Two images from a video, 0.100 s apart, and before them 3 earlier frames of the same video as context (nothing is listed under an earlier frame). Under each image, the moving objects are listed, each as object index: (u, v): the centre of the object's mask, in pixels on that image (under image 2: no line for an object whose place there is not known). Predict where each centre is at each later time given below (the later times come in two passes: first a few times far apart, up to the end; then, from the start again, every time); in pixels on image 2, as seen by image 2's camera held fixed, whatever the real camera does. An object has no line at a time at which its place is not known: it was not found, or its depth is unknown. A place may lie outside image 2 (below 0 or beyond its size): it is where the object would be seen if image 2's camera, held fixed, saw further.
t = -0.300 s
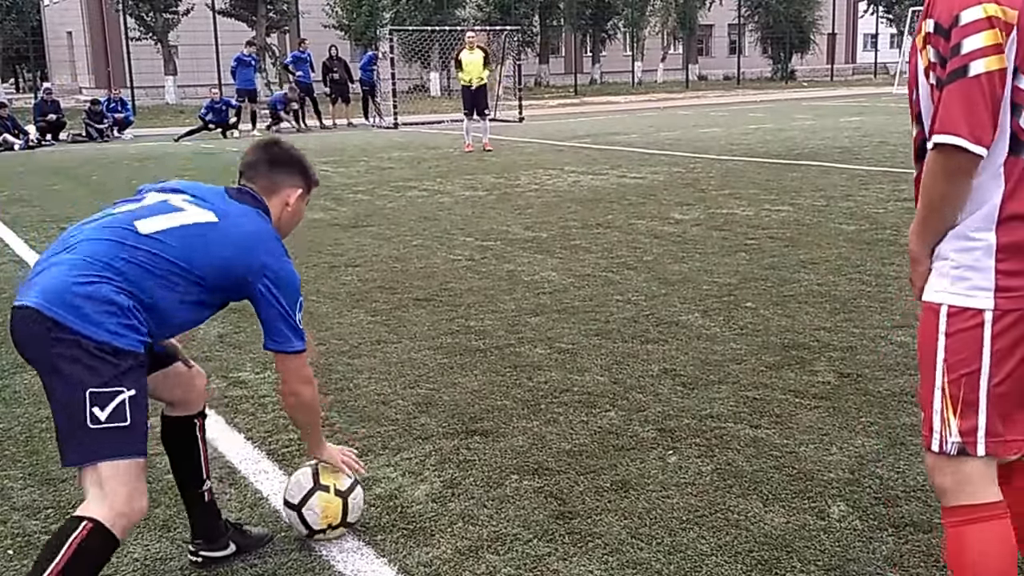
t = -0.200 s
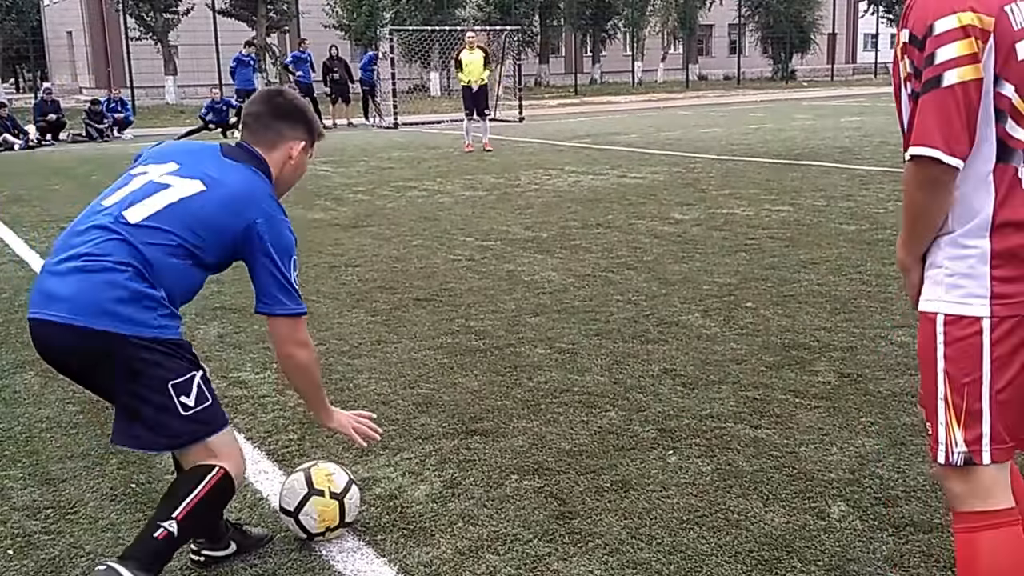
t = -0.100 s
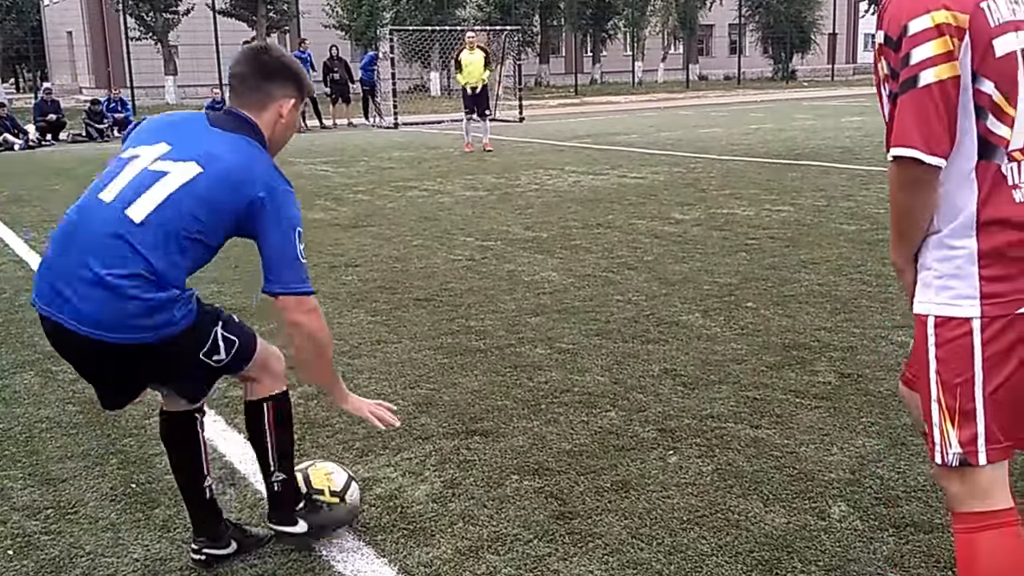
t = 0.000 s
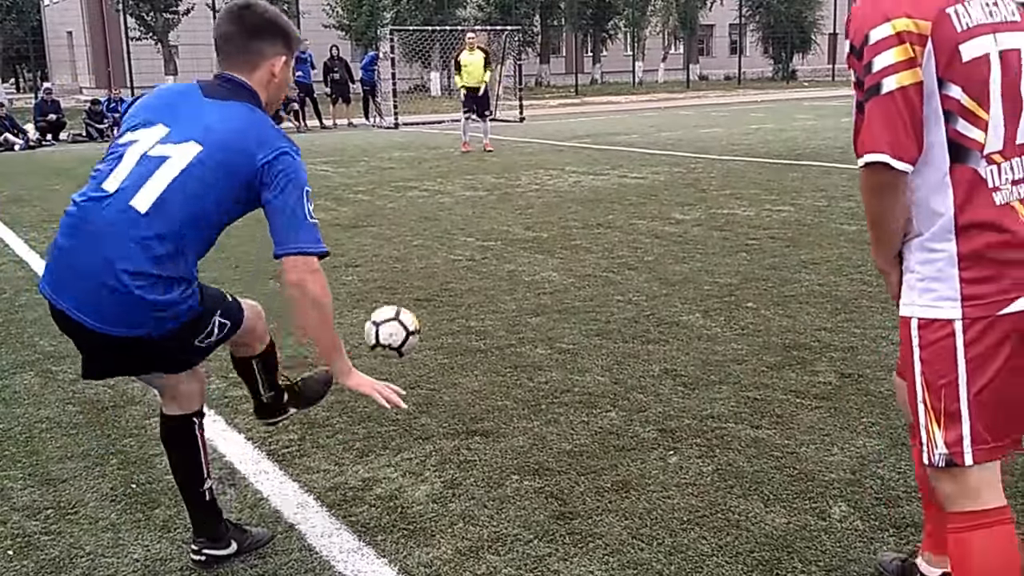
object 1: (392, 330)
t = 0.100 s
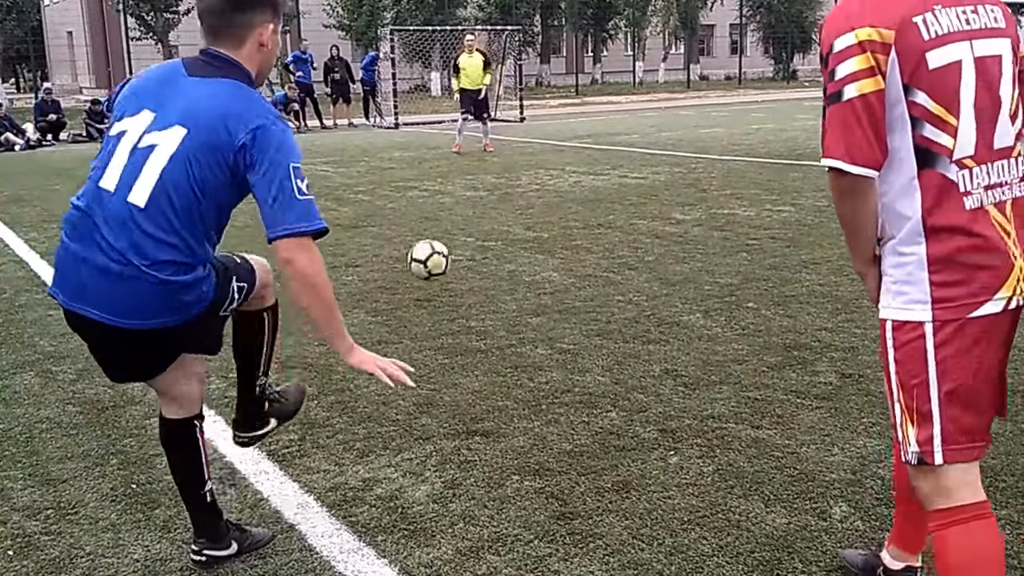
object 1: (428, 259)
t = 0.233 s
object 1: (454, 230)
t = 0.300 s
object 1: (460, 217)
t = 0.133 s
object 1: (437, 247)
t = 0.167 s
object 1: (444, 238)
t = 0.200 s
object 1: (449, 234)
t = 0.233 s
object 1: (454, 230)
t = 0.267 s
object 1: (458, 229)
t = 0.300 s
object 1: (460, 217)
